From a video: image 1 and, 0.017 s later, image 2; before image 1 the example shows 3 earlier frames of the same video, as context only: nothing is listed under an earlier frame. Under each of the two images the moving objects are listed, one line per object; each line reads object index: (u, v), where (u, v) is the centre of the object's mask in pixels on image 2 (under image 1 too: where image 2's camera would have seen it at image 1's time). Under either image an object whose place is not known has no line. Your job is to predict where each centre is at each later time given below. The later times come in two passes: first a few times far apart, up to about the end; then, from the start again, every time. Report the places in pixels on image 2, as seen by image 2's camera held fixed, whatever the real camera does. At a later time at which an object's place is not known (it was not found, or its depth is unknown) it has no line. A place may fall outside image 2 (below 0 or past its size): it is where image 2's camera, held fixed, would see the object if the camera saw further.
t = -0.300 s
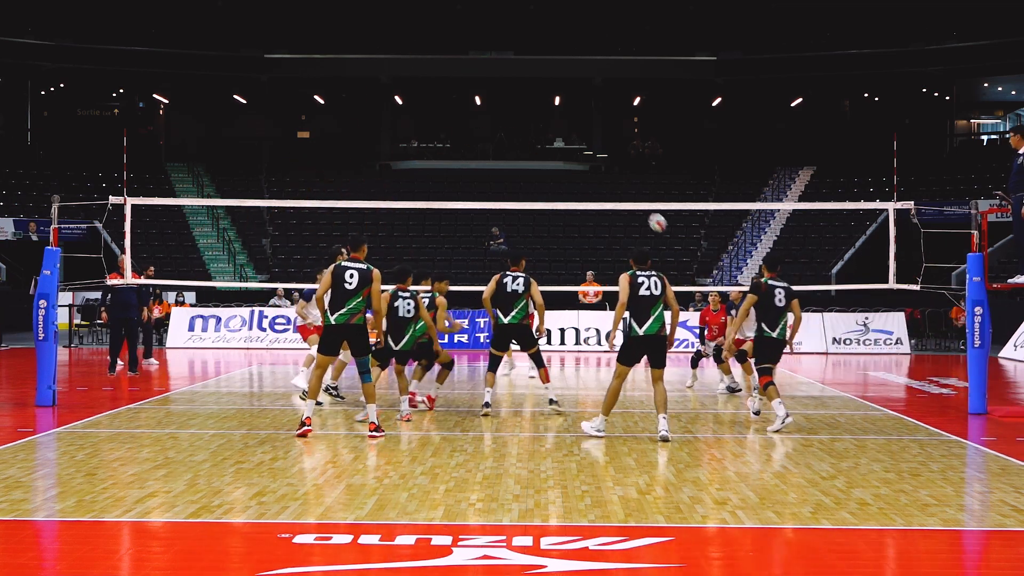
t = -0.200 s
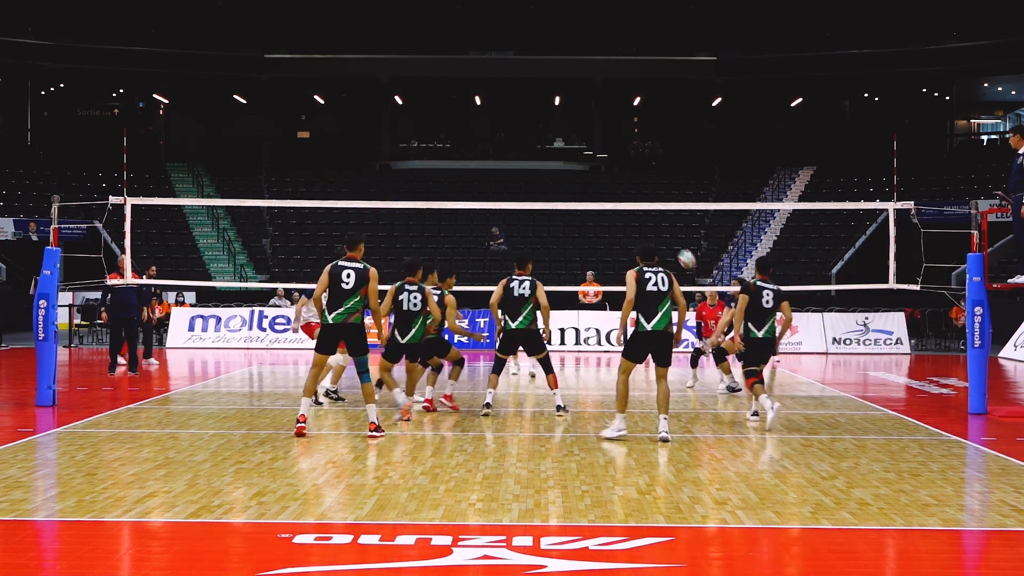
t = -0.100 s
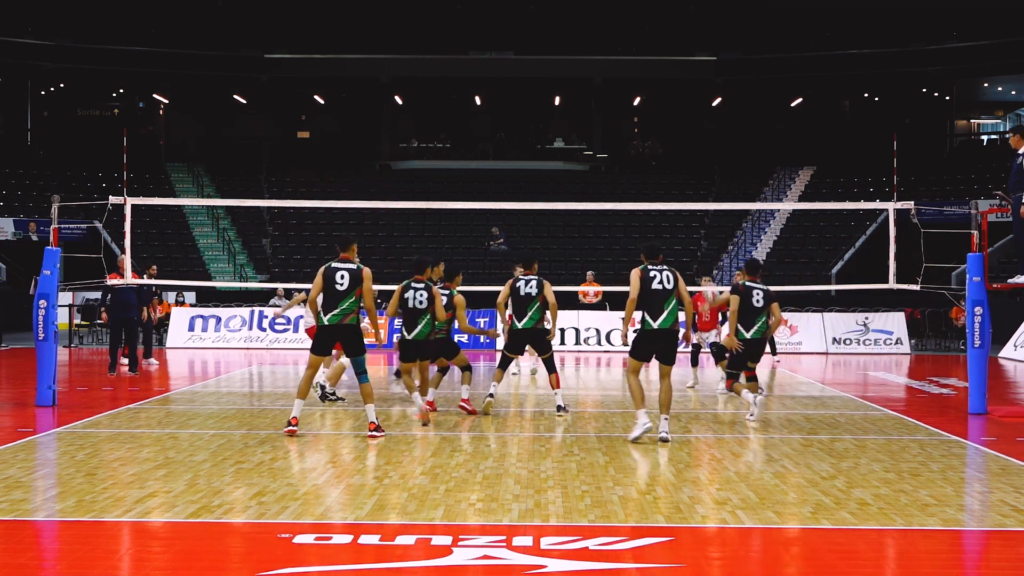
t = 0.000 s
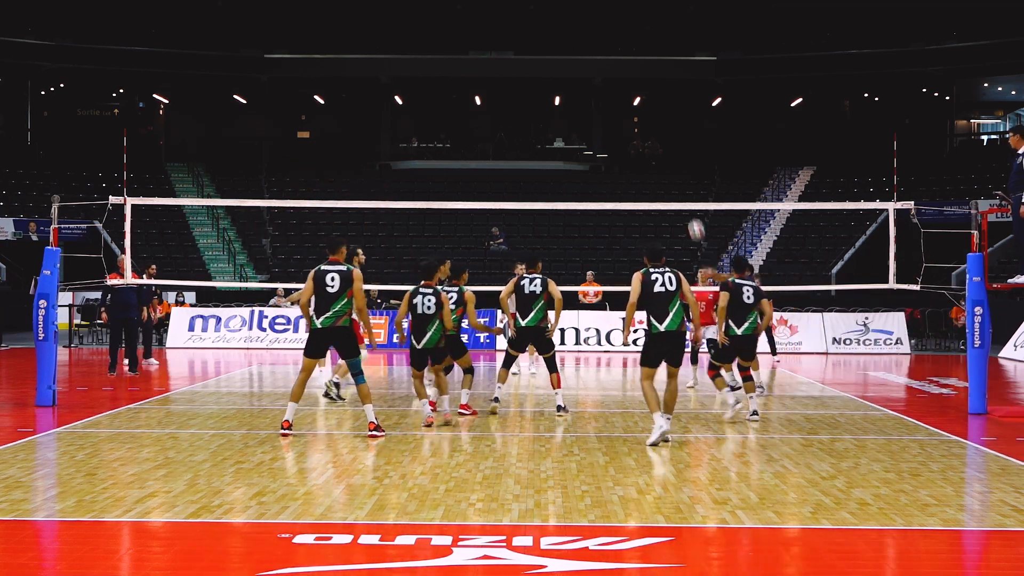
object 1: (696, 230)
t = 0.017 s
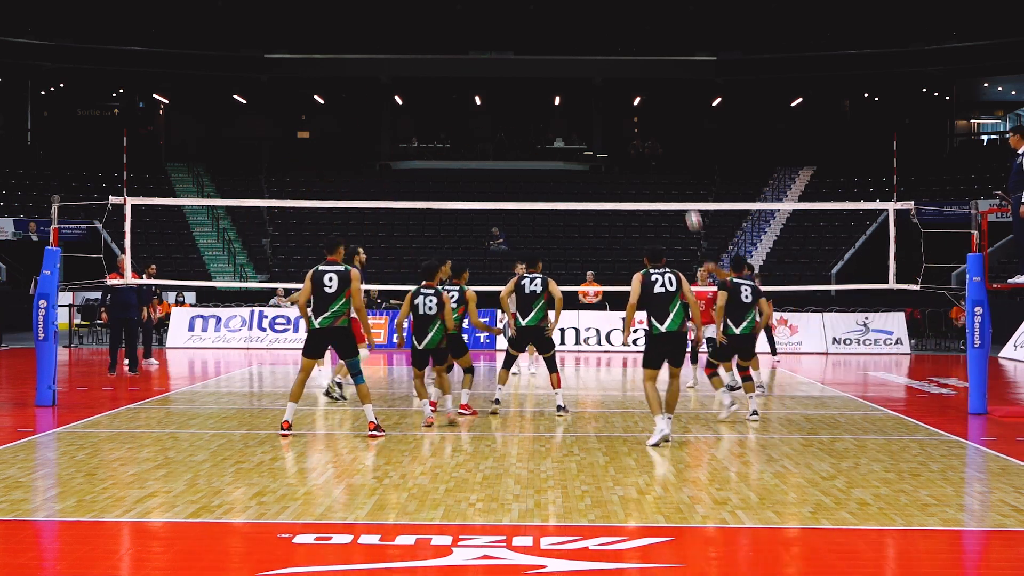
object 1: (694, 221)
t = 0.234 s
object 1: (662, 113)
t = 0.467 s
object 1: (630, 38)
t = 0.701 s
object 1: (597, 6)
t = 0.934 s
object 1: (564, 14)
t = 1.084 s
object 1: (543, 40)
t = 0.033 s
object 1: (692, 215)
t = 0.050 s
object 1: (688, 197)
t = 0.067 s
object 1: (686, 192)
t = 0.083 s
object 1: (684, 183)
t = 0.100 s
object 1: (681, 175)
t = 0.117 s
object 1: (679, 166)
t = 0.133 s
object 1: (677, 158)
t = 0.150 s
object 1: (674, 150)
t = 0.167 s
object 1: (672, 142)
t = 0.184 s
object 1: (670, 134)
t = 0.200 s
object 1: (667, 127)
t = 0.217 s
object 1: (665, 120)
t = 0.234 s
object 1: (662, 113)
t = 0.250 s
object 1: (660, 106)
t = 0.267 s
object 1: (658, 100)
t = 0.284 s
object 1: (656, 93)
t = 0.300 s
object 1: (653, 87)
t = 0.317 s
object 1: (651, 81)
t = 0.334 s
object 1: (649, 75)
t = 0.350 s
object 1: (646, 70)
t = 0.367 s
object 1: (644, 65)
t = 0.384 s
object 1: (642, 60)
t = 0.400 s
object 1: (639, 55)
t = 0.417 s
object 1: (637, 50)
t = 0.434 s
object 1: (635, 46)
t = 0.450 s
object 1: (632, 42)
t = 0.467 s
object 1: (630, 38)
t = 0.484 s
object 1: (627, 35)
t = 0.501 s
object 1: (625, 31)
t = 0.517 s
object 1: (623, 28)
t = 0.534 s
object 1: (621, 25)
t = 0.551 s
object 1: (618, 22)
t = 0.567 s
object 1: (616, 19)
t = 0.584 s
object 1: (613, 17)
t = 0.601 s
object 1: (611, 15)
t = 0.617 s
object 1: (609, 13)
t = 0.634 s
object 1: (606, 11)
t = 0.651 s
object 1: (604, 9)
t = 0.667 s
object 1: (602, 8)
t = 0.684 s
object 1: (599, 7)
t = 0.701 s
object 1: (597, 6)
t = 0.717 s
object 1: (595, 6)
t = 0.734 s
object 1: (592, 6)
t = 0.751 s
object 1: (590, 6)
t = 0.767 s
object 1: (588, 6)
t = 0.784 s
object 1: (585, 5)
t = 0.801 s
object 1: (583, 6)
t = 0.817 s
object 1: (580, 6)
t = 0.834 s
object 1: (578, 6)
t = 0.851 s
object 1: (576, 7)
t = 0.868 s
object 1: (573, 7)
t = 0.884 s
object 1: (571, 8)
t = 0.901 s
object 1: (569, 10)
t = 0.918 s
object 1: (566, 12)
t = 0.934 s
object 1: (564, 14)
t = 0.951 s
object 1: (561, 16)
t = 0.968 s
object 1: (559, 18)
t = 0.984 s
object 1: (557, 21)
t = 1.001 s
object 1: (554, 24)
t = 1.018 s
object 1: (552, 26)
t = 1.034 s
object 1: (550, 29)
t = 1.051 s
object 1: (547, 33)
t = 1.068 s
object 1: (545, 37)
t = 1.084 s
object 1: (543, 40)
